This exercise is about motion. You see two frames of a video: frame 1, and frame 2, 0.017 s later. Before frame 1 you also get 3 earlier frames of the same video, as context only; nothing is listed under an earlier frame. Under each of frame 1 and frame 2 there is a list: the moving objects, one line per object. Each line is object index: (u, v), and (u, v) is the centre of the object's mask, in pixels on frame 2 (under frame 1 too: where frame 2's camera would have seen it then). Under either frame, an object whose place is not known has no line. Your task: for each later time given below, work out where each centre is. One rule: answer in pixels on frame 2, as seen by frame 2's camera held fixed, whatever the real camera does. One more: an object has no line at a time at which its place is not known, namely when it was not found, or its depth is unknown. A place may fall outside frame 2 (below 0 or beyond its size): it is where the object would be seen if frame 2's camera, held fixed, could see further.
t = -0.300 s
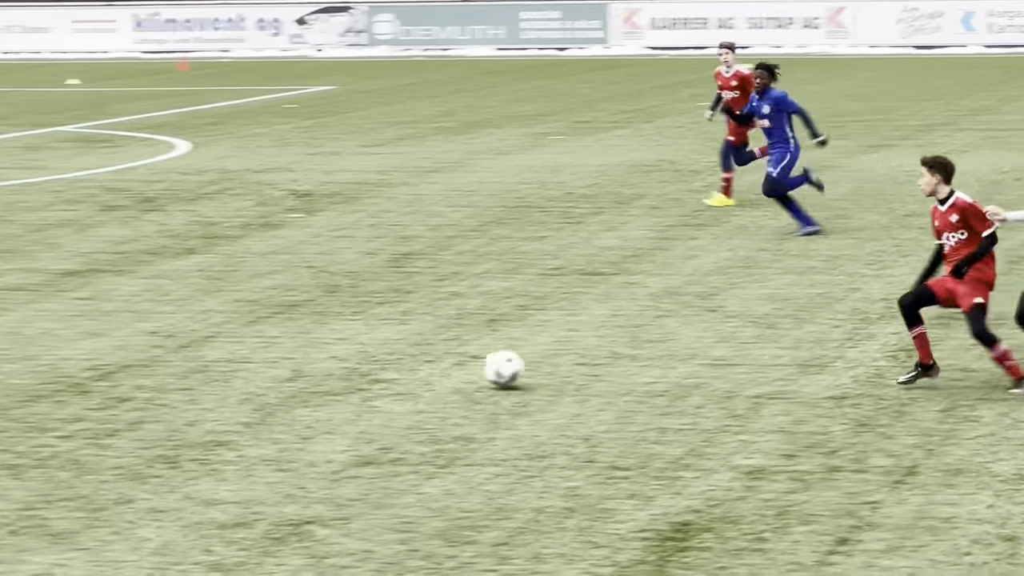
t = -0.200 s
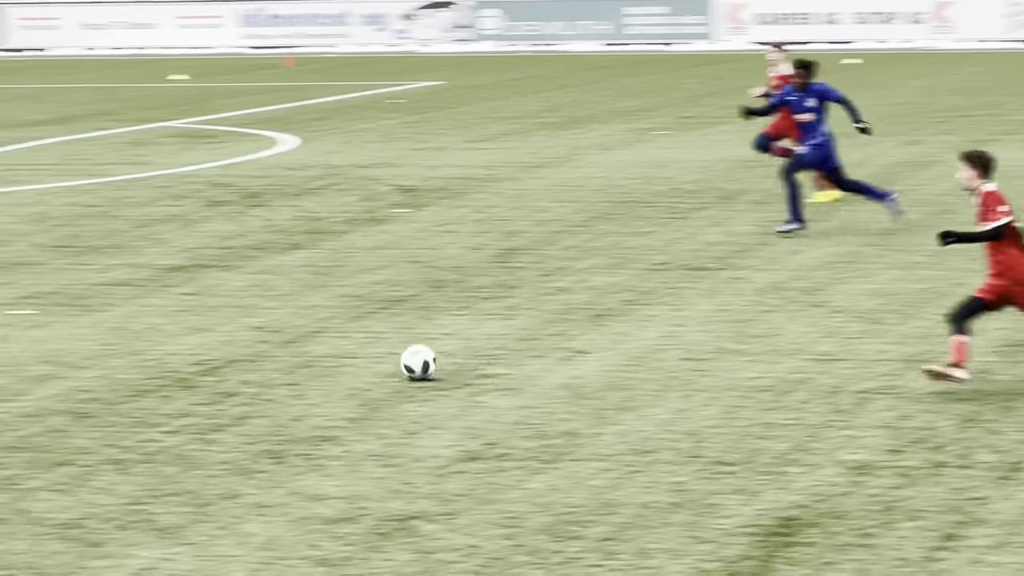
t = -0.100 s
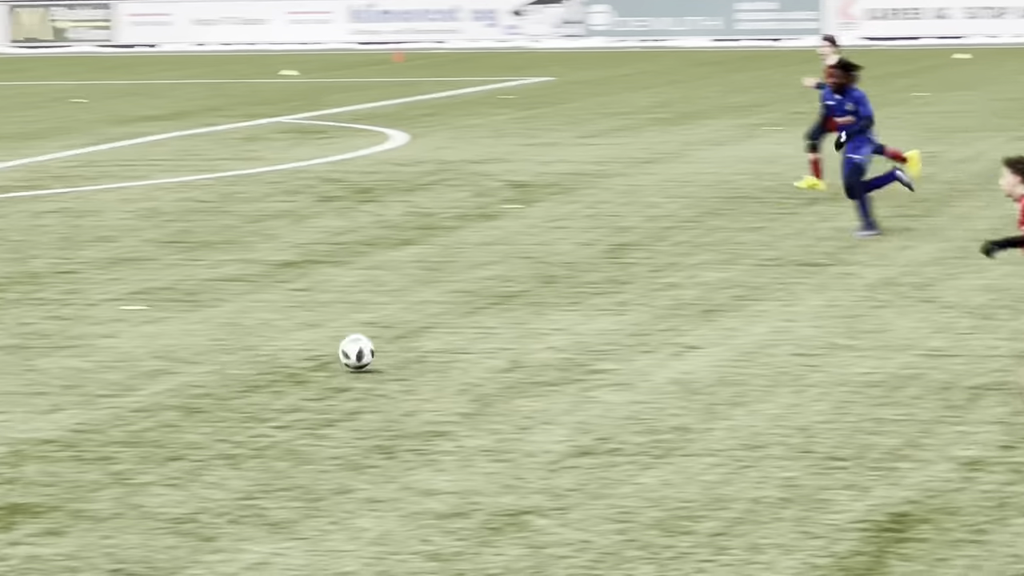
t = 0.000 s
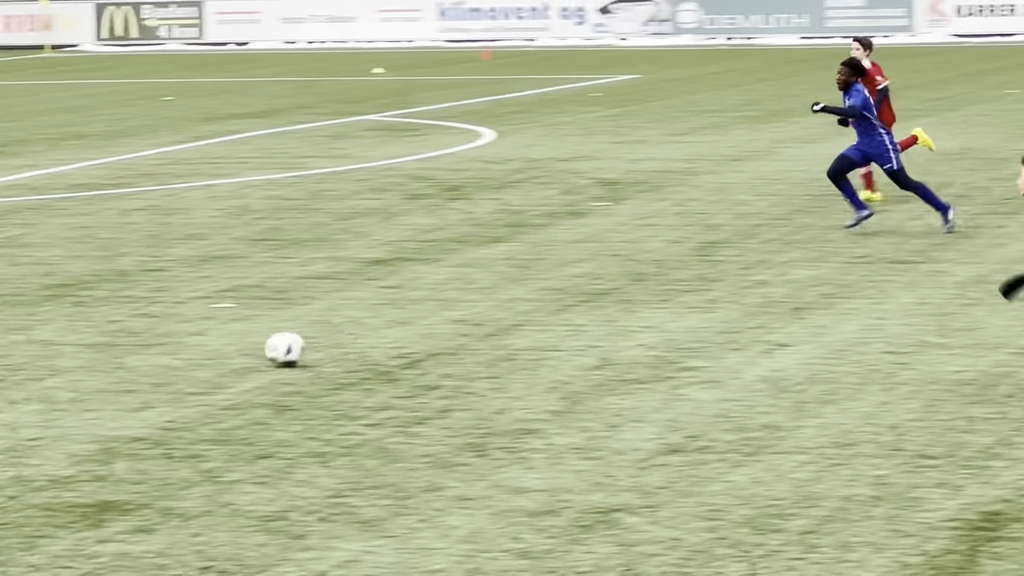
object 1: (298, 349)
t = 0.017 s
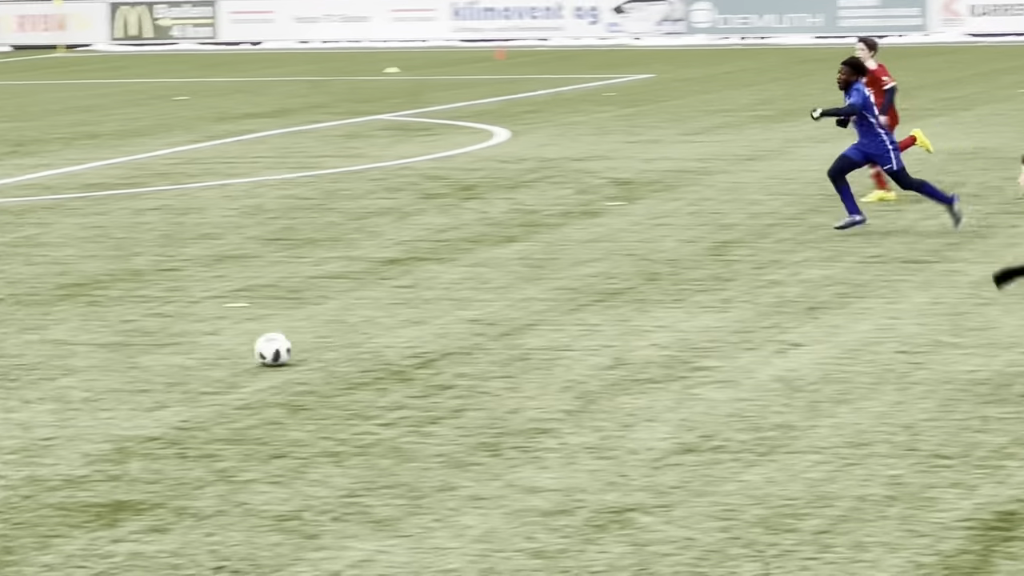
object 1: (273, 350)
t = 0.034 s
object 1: (249, 349)
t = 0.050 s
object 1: (224, 347)
